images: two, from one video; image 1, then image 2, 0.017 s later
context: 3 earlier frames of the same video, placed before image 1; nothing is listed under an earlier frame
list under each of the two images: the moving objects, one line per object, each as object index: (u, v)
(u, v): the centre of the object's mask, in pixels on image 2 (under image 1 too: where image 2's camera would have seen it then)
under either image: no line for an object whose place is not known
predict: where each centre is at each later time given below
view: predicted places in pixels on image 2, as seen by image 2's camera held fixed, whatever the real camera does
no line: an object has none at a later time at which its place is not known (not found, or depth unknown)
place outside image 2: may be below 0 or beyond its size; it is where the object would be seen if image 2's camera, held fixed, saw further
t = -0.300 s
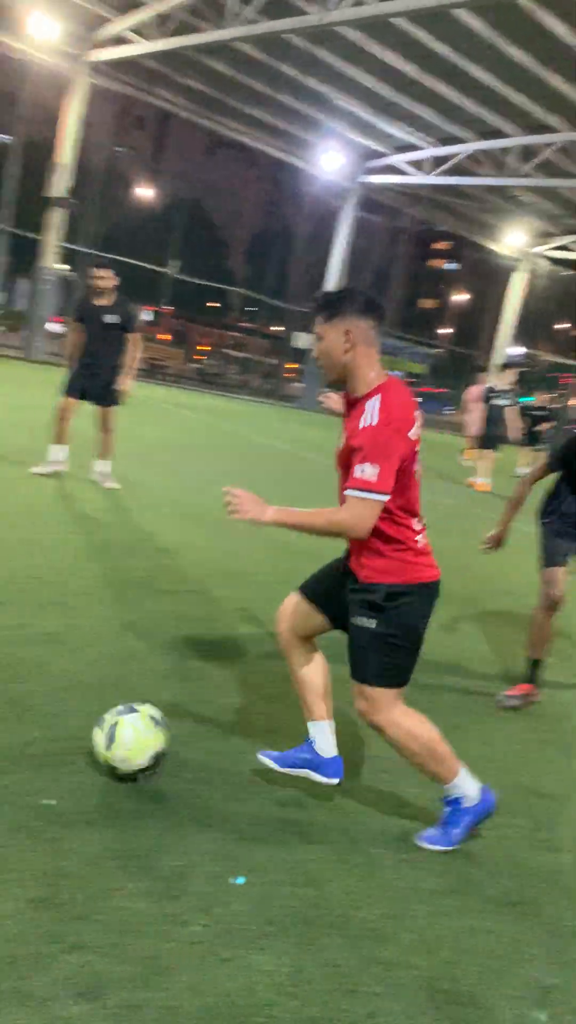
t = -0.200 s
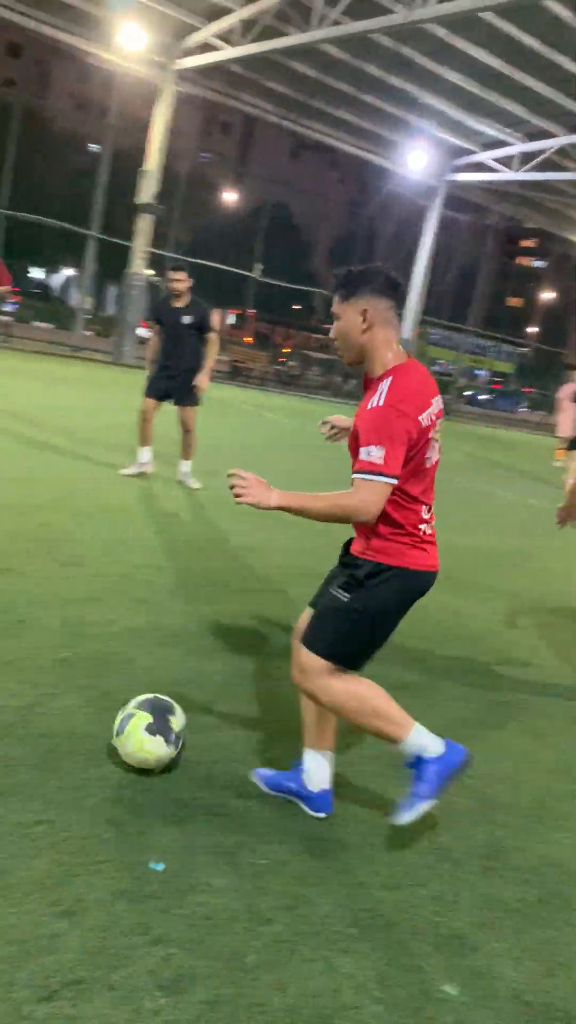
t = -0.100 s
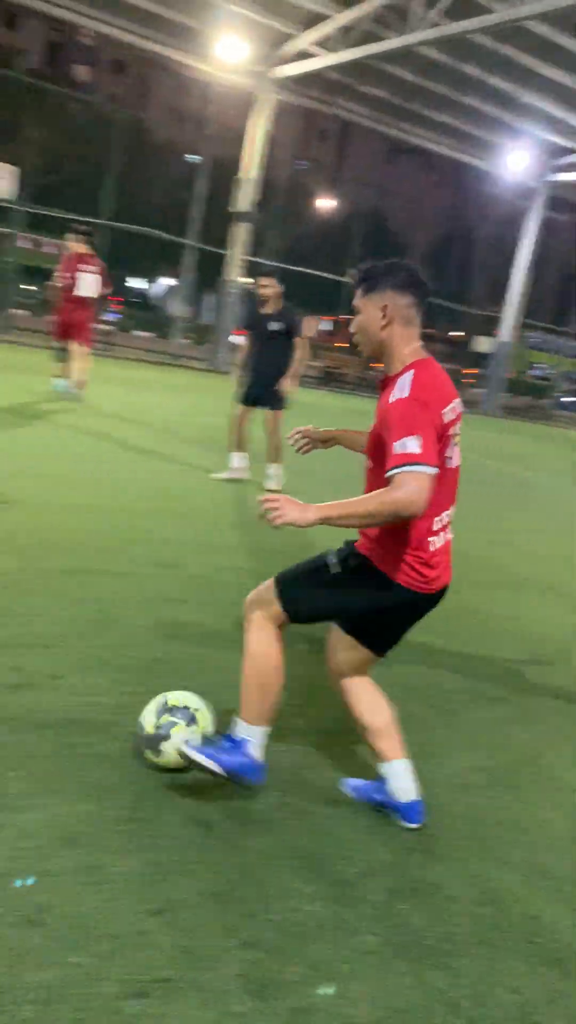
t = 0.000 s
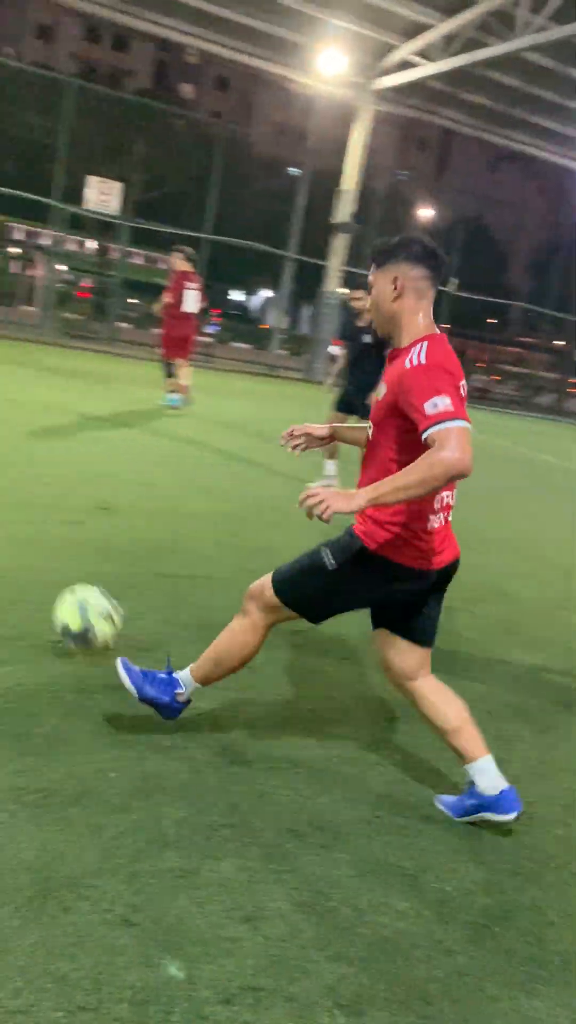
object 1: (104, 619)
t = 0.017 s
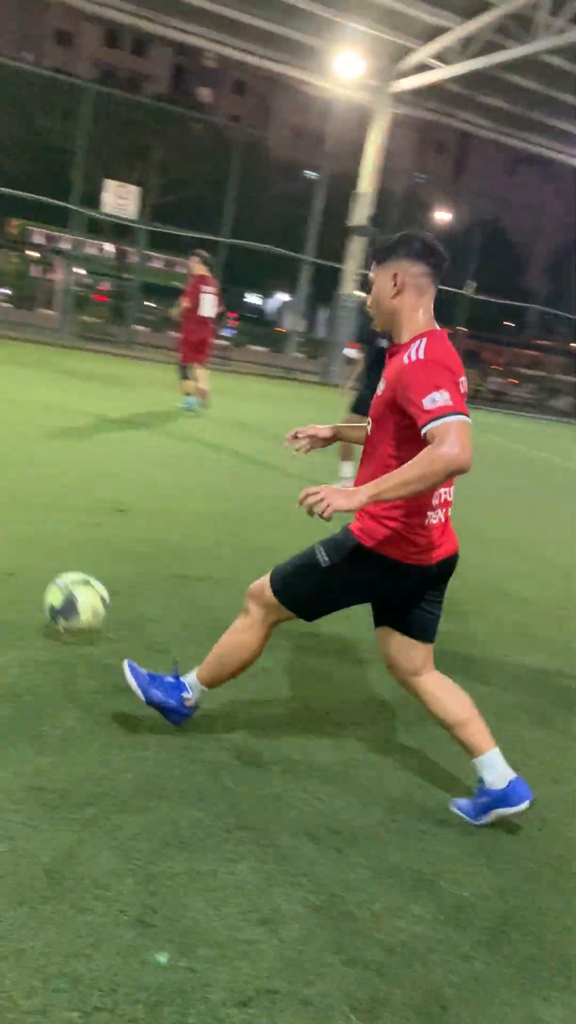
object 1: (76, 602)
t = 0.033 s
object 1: (50, 586)
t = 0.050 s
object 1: (28, 573)
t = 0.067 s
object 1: (5, 562)
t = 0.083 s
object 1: (-18, 551)
